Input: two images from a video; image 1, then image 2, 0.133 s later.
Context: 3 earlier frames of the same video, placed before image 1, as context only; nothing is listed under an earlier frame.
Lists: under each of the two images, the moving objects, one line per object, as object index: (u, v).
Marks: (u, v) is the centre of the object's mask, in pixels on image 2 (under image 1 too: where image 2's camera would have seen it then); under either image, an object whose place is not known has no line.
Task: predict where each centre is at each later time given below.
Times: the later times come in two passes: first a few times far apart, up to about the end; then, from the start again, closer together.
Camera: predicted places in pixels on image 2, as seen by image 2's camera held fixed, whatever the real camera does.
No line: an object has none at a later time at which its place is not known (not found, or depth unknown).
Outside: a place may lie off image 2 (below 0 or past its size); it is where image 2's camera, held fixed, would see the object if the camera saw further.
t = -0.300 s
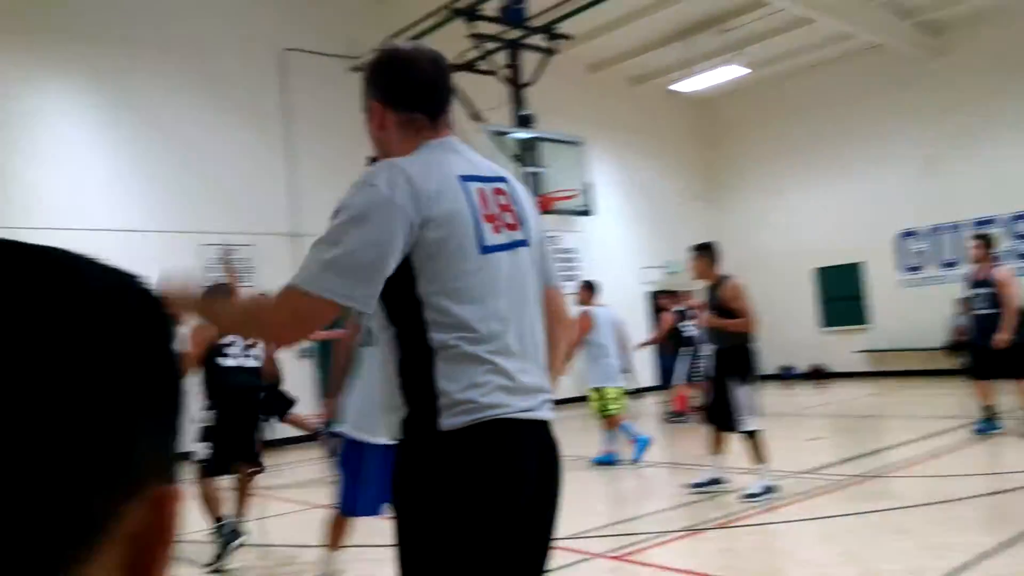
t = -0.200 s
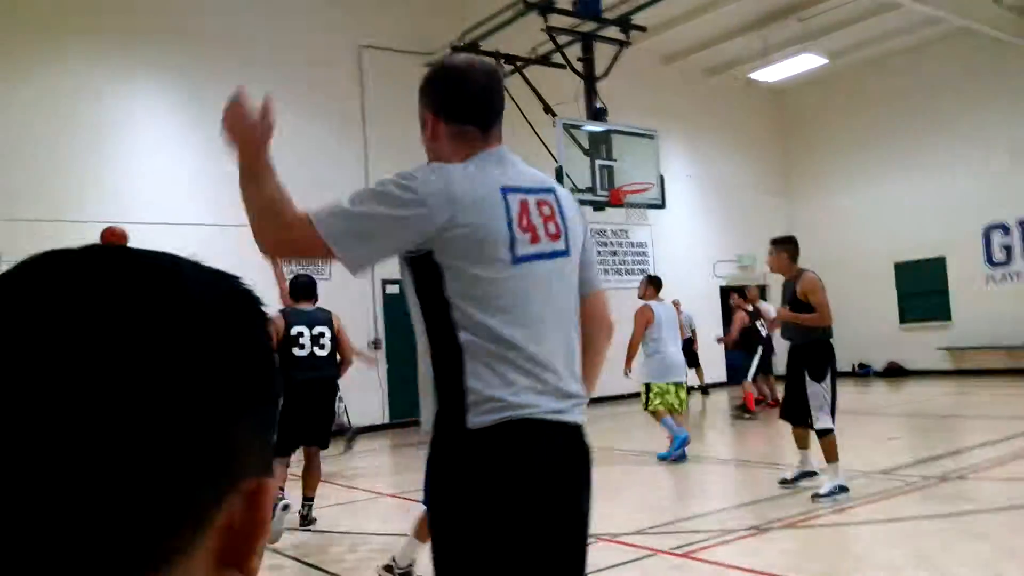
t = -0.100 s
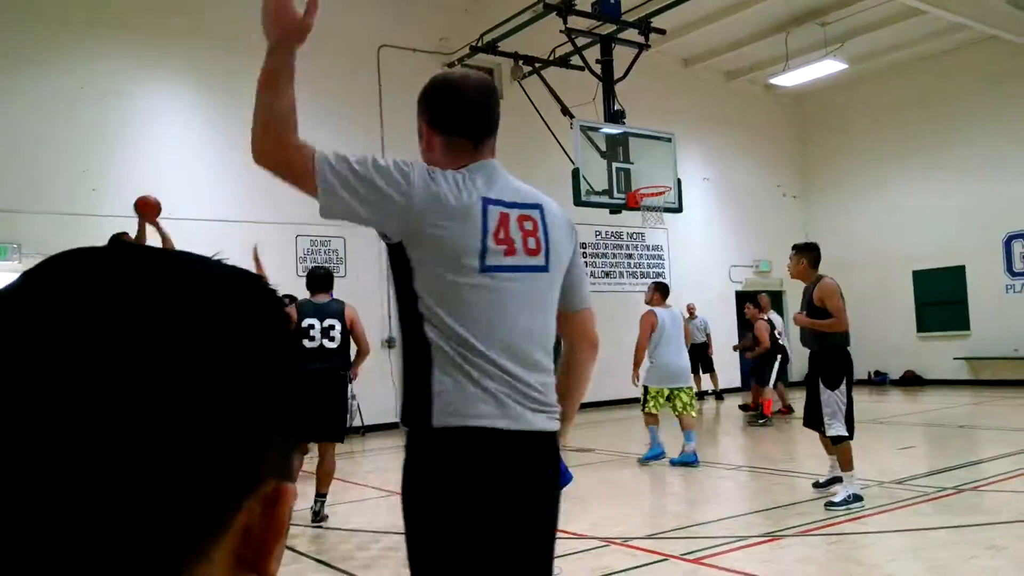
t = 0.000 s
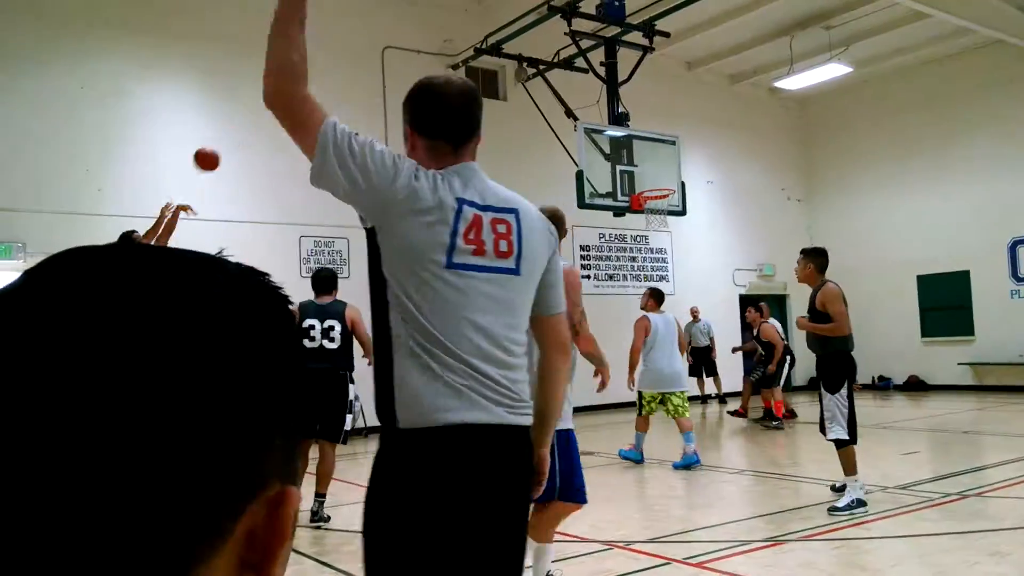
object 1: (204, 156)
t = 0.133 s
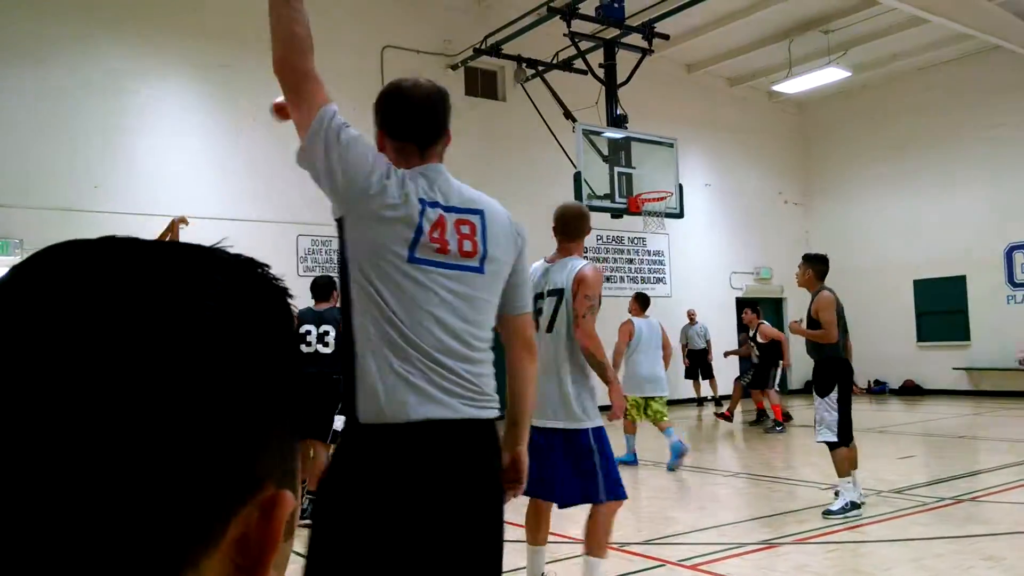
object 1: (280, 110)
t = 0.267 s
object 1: (360, 77)
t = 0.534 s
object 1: (481, 79)
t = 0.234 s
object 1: (342, 86)
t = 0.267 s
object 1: (360, 77)
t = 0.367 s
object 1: (406, 73)
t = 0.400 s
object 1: (422, 71)
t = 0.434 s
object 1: (438, 72)
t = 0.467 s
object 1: (452, 73)
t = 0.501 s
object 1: (468, 75)
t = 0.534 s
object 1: (481, 79)
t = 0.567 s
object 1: (495, 82)
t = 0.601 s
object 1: (509, 86)
